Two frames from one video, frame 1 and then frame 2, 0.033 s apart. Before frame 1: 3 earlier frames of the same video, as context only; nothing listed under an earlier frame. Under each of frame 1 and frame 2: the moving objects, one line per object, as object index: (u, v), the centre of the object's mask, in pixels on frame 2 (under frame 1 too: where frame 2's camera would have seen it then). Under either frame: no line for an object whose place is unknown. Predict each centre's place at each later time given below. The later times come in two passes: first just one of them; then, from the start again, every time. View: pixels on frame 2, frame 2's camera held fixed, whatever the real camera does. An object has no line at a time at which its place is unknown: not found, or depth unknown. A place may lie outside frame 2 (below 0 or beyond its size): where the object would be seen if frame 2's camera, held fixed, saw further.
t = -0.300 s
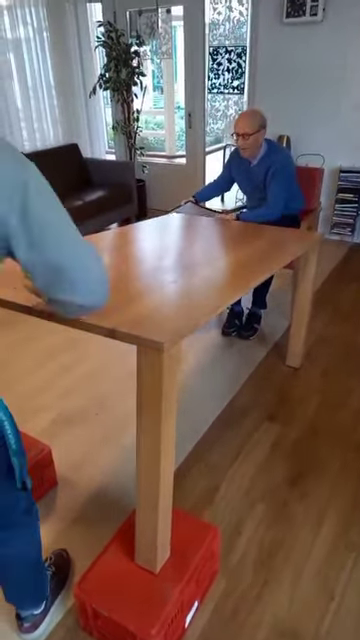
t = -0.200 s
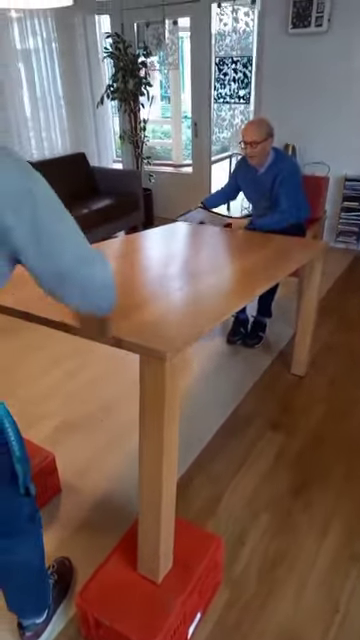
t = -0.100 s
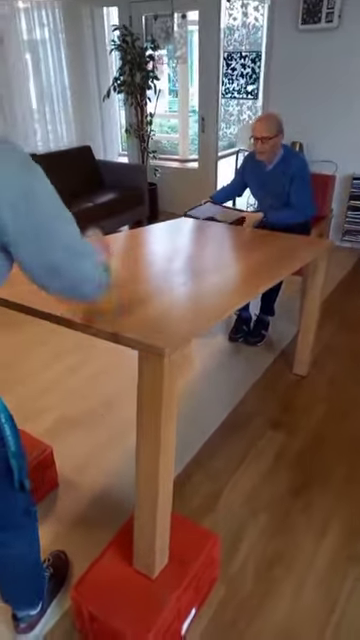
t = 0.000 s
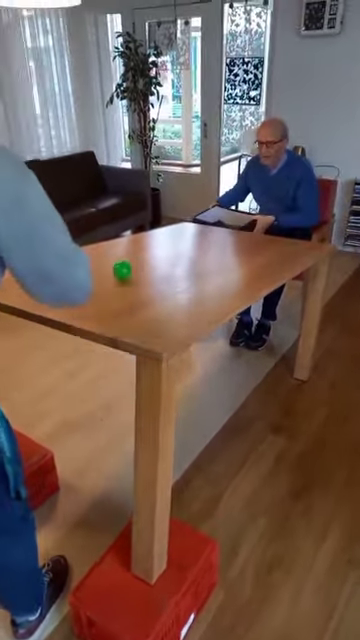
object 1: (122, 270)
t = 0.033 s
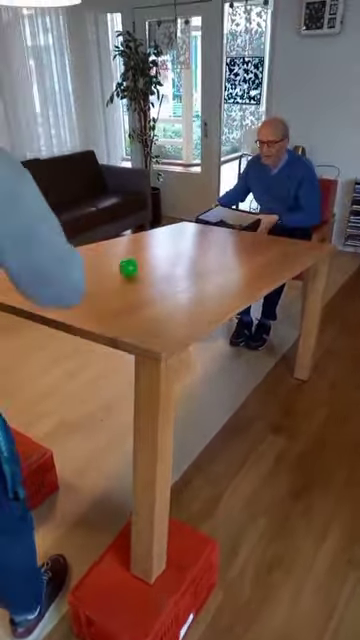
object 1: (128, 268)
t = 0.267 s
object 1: (170, 255)
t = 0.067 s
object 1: (135, 266)
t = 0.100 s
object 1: (141, 264)
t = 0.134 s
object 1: (147, 263)
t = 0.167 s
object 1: (153, 260)
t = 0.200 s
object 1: (159, 258)
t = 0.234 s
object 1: (164, 257)
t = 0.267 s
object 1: (170, 255)
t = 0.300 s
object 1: (176, 254)
